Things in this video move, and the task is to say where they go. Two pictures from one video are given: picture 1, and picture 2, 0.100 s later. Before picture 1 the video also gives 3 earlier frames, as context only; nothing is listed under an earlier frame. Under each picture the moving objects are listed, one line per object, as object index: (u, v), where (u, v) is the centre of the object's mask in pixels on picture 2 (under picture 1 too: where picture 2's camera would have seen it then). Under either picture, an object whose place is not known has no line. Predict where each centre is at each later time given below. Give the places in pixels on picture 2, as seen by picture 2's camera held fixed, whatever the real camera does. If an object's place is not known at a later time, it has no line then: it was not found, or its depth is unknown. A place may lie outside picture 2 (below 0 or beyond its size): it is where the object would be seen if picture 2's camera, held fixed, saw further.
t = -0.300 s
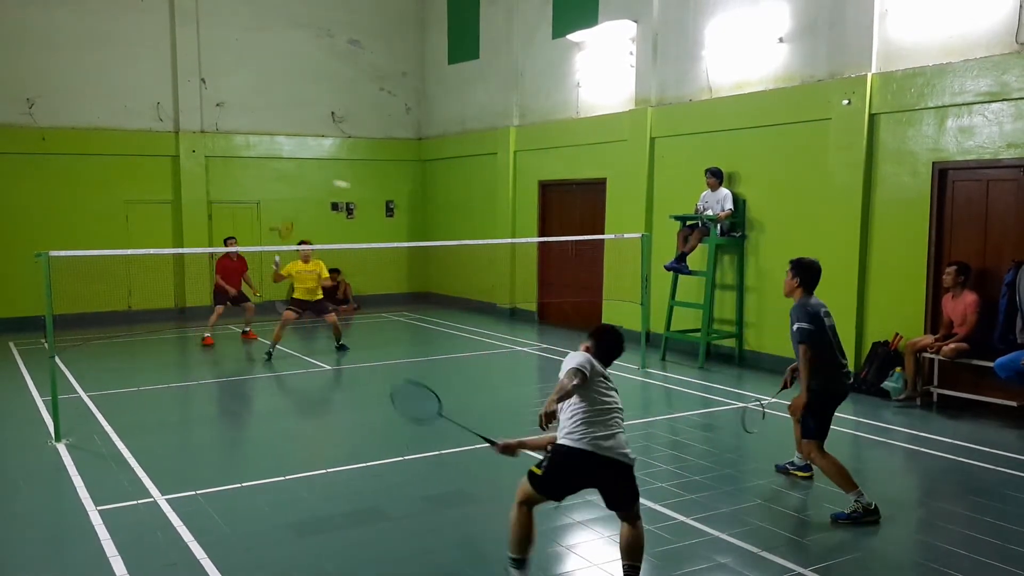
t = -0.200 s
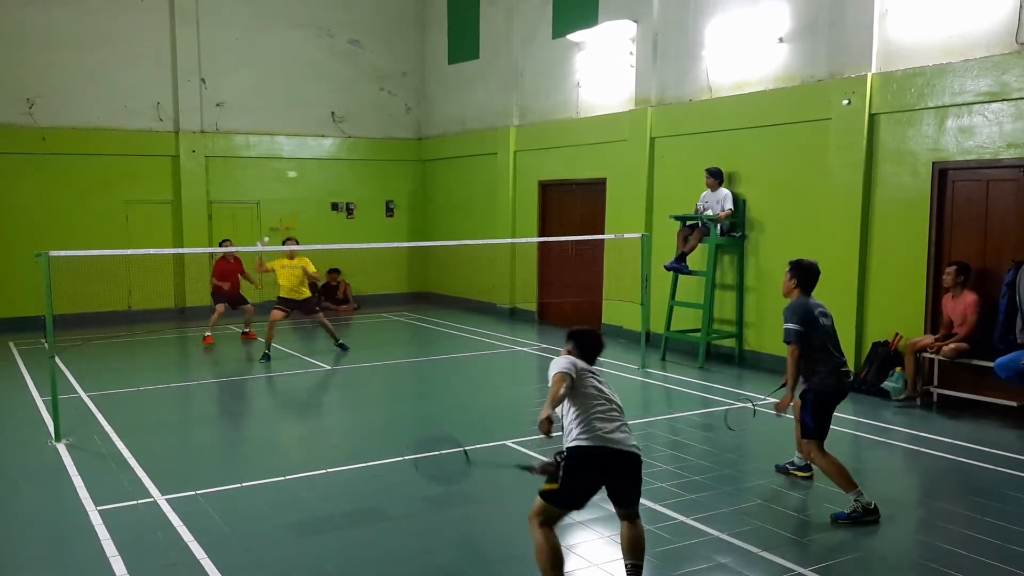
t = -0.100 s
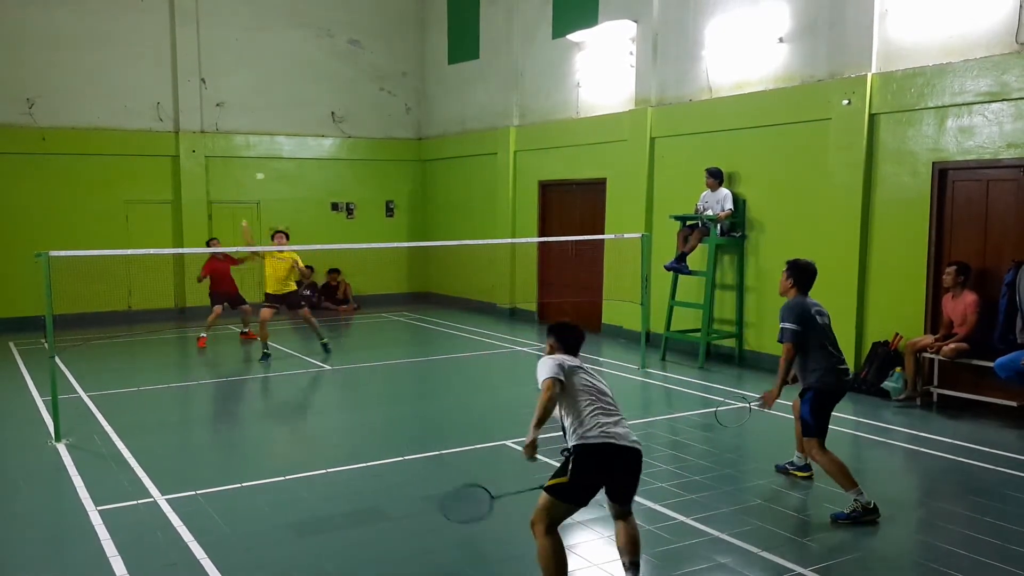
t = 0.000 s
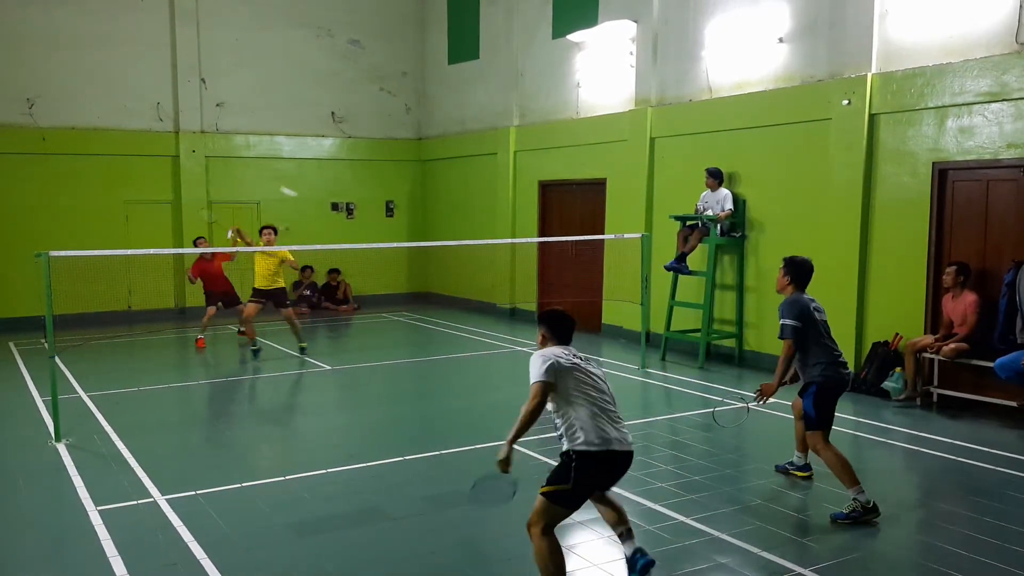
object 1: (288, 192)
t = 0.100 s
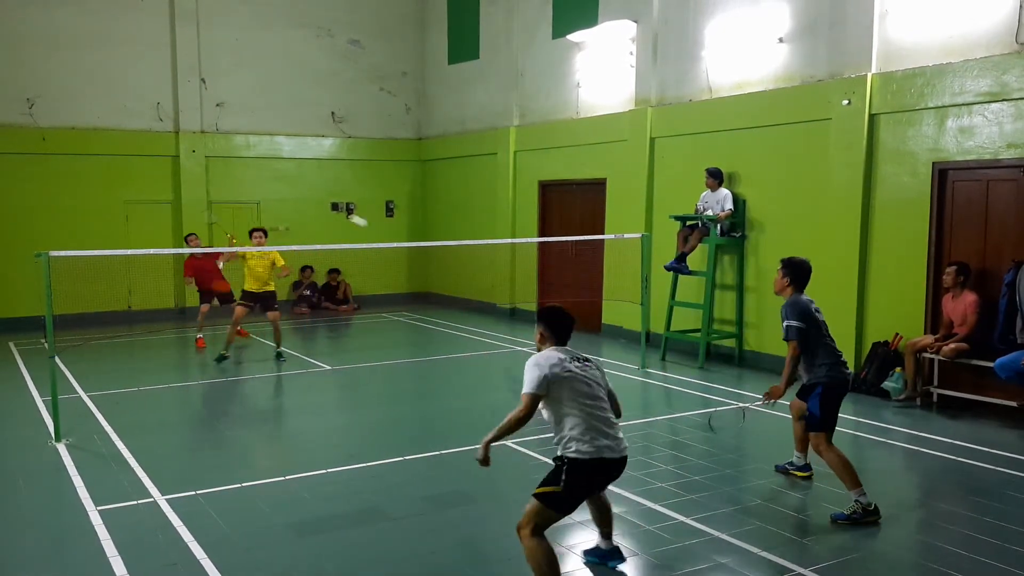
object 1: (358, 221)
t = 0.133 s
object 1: (380, 232)
